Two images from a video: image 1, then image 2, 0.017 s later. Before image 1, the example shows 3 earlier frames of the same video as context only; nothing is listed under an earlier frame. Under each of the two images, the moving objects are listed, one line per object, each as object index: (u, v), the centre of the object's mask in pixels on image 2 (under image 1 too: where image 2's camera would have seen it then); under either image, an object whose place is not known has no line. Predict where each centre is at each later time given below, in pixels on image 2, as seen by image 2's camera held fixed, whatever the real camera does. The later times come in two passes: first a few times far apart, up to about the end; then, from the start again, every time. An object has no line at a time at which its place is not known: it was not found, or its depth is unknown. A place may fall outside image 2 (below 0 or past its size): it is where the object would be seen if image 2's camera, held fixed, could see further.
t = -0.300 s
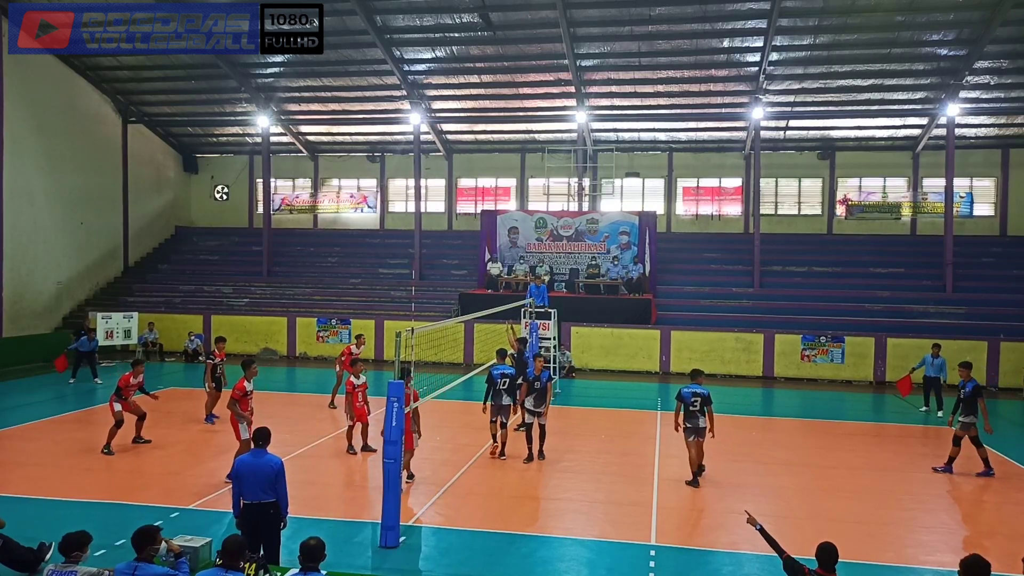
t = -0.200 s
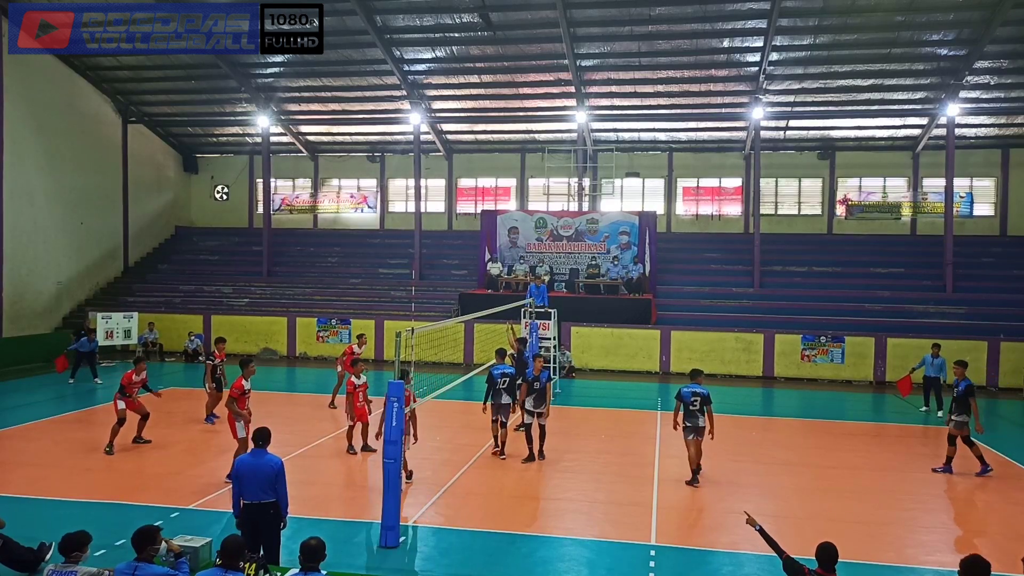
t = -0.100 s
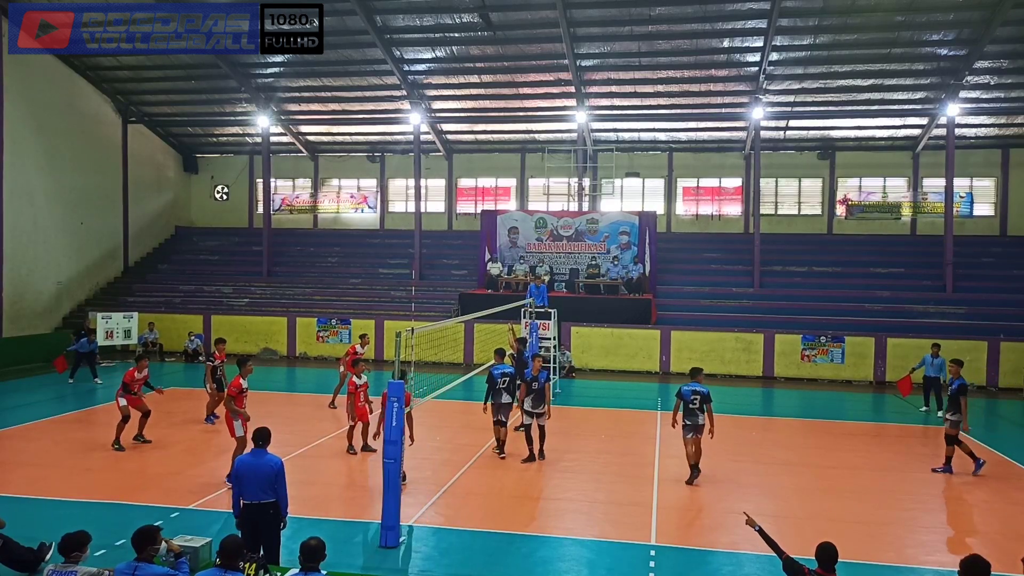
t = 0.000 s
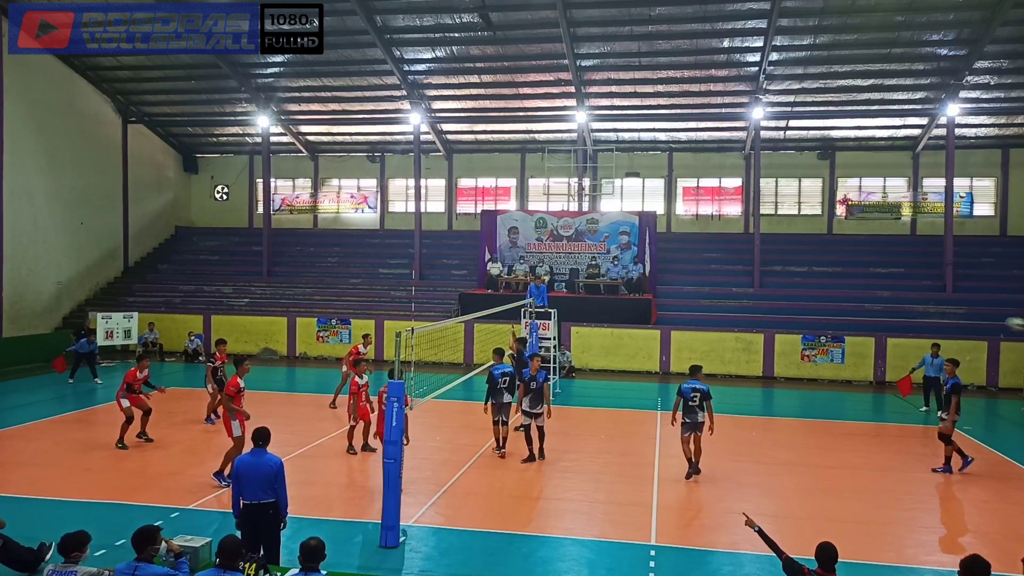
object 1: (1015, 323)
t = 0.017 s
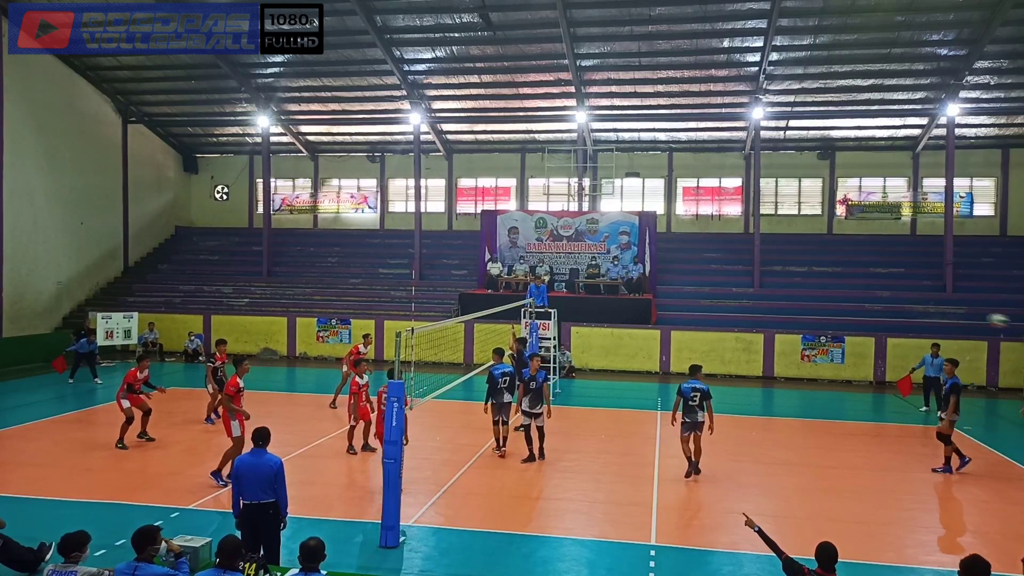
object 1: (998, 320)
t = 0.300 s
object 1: (709, 279)
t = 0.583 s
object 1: (480, 294)
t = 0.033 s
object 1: (978, 316)
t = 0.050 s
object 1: (959, 312)
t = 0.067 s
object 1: (942, 309)
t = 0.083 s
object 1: (923, 305)
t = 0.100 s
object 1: (905, 302)
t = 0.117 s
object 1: (887, 299)
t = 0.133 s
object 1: (870, 297)
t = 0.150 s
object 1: (852, 295)
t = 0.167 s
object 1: (836, 292)
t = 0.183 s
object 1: (818, 289)
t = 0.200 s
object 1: (801, 286)
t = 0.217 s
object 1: (787, 285)
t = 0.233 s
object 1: (770, 284)
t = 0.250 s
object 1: (754, 282)
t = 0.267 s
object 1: (739, 282)
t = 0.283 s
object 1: (724, 280)
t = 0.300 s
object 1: (709, 279)
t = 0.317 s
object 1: (694, 279)
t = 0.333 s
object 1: (679, 278)
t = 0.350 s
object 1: (665, 278)
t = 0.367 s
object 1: (651, 278)
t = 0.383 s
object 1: (636, 279)
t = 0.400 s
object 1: (624, 279)
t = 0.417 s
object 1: (610, 280)
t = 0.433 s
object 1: (595, 280)
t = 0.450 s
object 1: (582, 281)
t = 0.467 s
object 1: (570, 282)
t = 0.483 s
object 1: (555, 283)
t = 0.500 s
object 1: (544, 284)
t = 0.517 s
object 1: (532, 286)
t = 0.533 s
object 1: (519, 287)
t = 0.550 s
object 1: (506, 289)
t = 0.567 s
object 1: (493, 292)
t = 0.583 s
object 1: (480, 294)
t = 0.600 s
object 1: (468, 296)
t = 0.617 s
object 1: (457, 299)
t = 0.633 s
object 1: (445, 301)
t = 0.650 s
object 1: (434, 303)
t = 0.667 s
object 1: (423, 306)
